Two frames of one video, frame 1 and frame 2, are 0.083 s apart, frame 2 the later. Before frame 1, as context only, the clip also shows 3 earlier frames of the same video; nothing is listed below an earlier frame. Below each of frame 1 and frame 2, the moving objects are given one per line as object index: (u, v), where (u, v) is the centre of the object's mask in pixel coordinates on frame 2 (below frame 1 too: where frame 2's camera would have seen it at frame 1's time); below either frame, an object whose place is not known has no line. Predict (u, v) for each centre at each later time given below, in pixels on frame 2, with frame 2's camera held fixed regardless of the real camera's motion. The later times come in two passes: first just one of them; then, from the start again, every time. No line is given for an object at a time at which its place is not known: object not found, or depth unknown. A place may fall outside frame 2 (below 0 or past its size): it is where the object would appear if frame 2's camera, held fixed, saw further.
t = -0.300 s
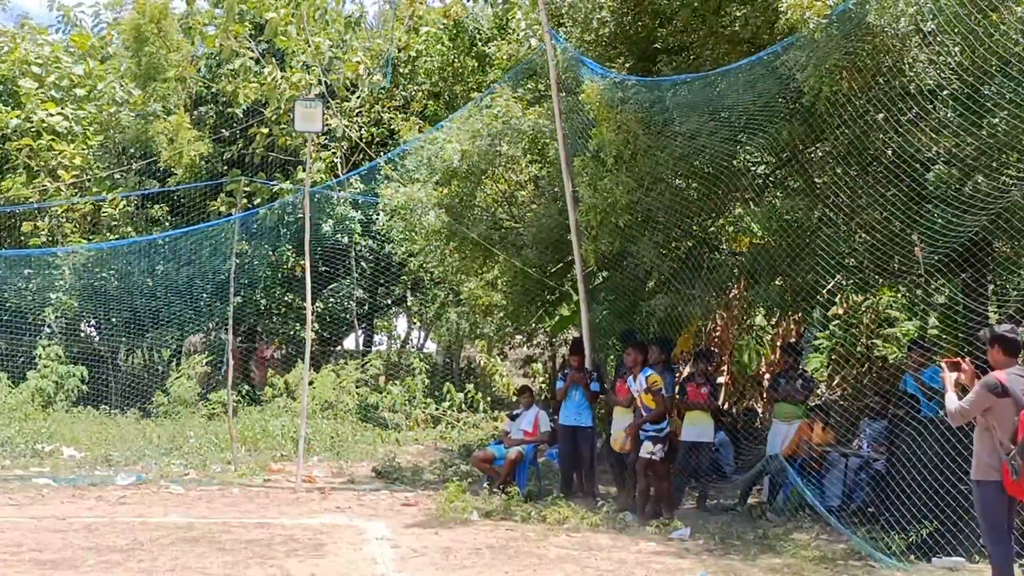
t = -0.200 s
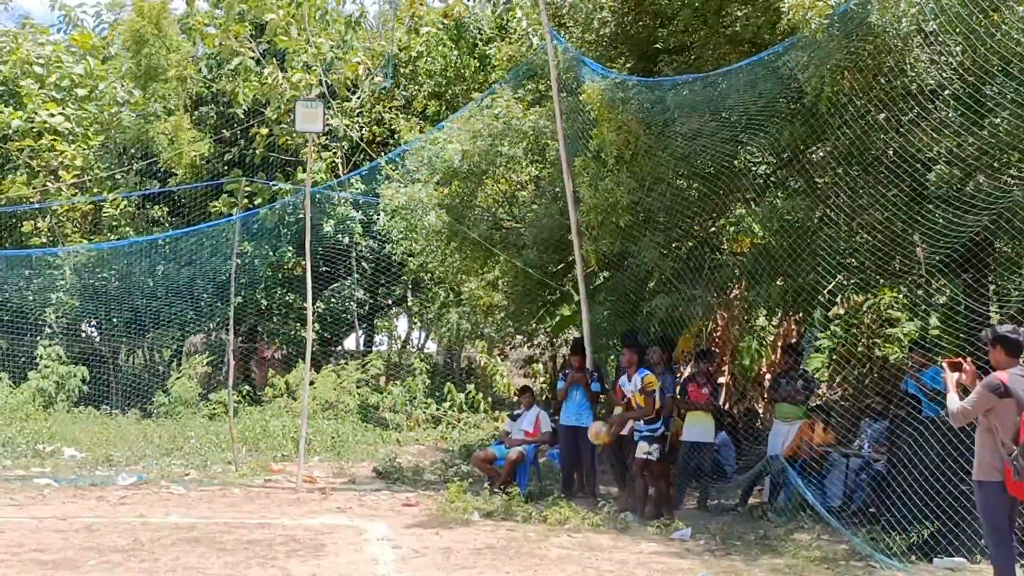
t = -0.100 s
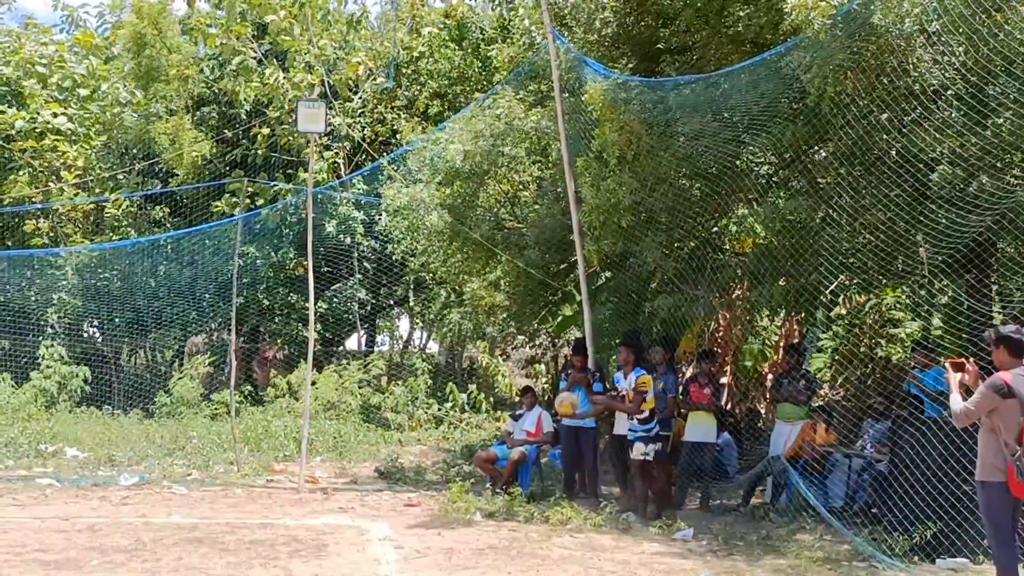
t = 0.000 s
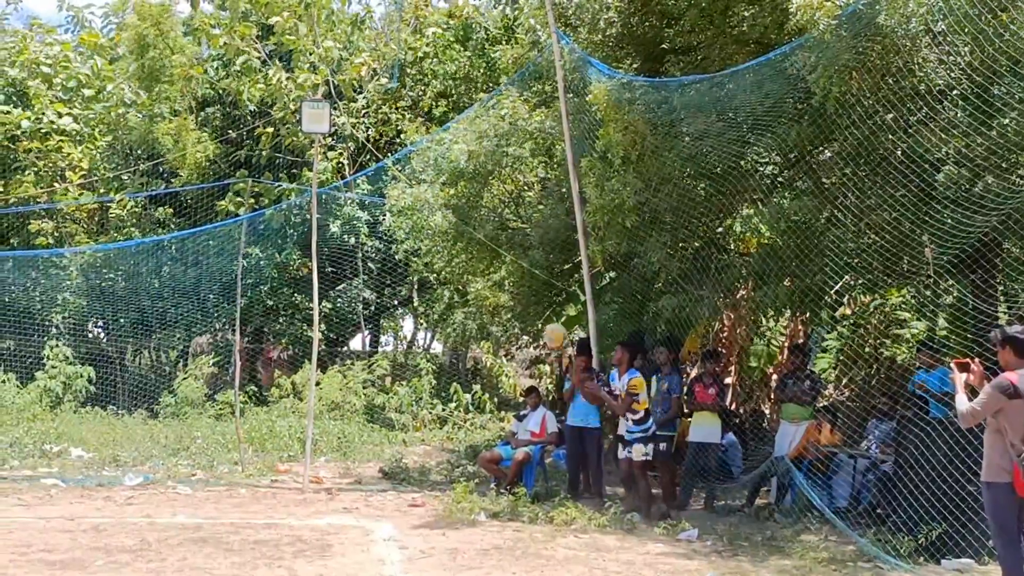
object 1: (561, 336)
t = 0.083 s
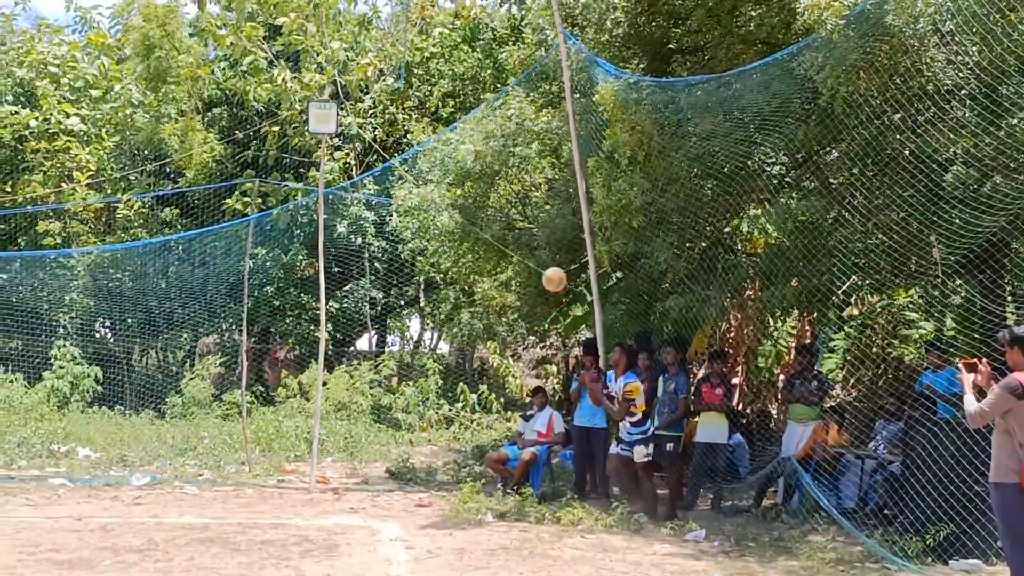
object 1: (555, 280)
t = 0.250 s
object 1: (540, 191)
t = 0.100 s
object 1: (553, 269)
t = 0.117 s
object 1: (551, 260)
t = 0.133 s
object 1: (550, 250)
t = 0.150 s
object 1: (549, 241)
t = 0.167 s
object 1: (547, 232)
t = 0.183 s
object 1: (546, 224)
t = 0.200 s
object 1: (544, 215)
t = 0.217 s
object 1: (543, 208)
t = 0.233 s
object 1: (541, 199)
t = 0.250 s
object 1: (540, 191)
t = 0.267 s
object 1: (538, 184)
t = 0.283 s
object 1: (537, 178)
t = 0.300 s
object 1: (535, 170)
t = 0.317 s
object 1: (534, 165)
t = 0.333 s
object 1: (533, 160)
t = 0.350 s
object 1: (532, 154)
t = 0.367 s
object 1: (528, 148)
